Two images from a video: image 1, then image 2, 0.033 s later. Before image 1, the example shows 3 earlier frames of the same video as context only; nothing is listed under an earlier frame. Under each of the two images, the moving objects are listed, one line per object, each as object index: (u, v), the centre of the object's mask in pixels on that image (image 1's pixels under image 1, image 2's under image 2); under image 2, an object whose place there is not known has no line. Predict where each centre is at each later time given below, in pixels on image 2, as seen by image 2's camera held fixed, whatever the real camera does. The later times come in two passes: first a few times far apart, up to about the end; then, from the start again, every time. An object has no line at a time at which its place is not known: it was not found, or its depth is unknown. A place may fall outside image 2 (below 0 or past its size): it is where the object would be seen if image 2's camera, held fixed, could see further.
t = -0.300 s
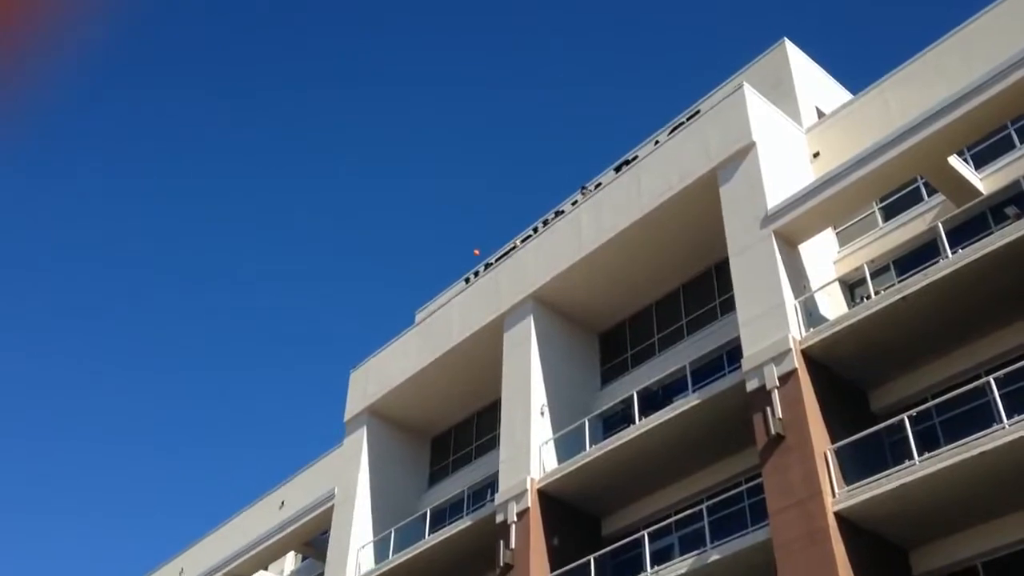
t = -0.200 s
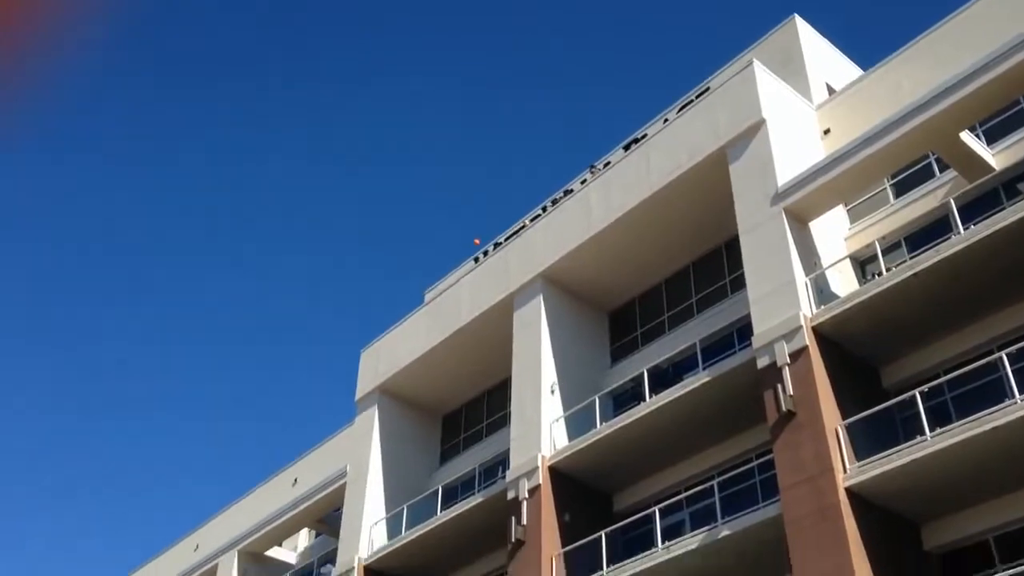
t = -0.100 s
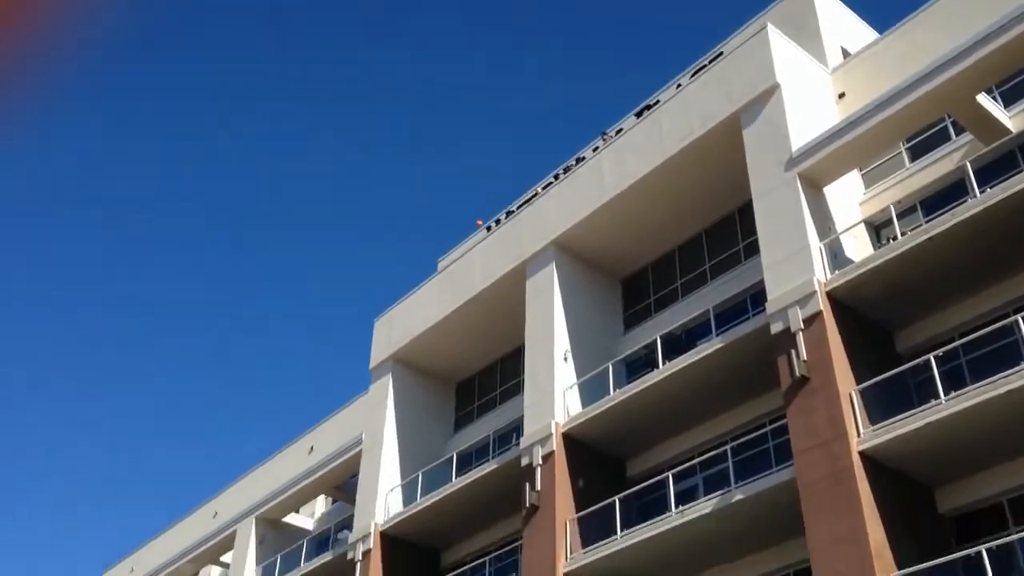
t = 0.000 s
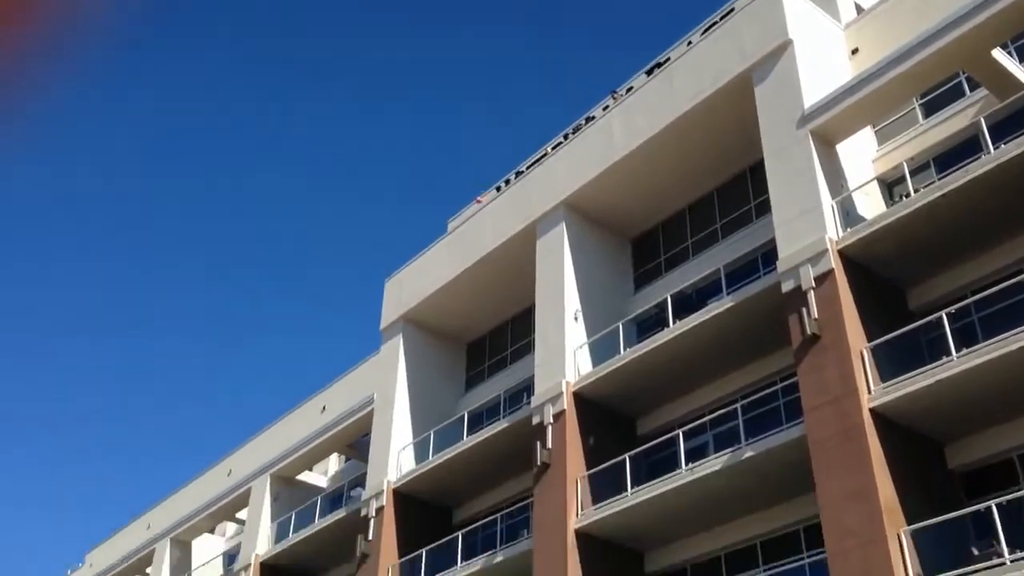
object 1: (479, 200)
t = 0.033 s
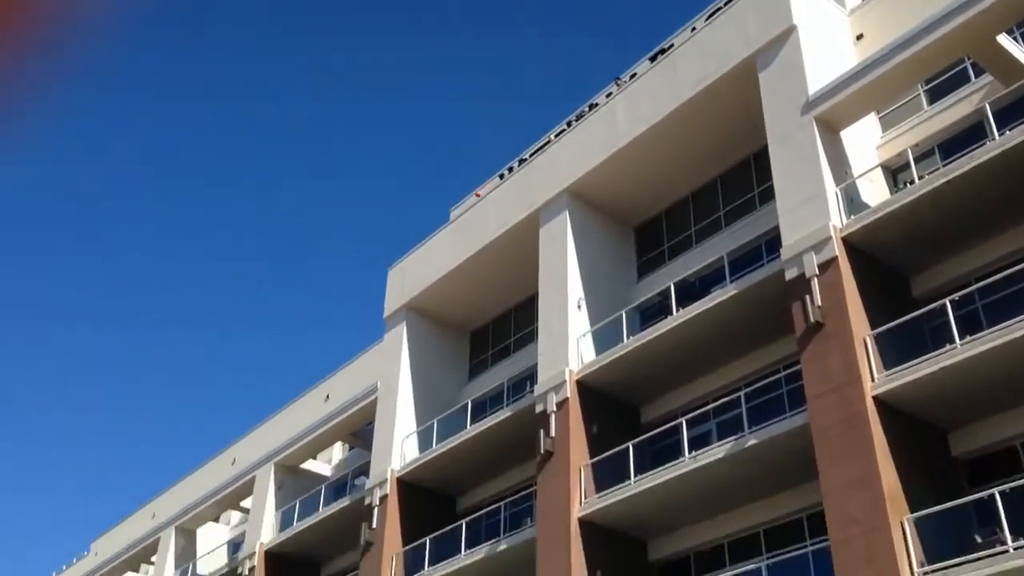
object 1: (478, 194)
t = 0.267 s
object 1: (453, 248)
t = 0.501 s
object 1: (423, 326)
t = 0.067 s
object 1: (473, 201)
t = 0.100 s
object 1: (471, 207)
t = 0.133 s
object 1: (466, 214)
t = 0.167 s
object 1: (463, 223)
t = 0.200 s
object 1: (460, 231)
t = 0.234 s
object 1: (456, 240)
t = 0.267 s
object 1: (453, 248)
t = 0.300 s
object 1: (448, 257)
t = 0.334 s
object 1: (444, 269)
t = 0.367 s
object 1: (441, 279)
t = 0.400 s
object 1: (436, 289)
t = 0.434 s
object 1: (431, 300)
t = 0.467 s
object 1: (427, 313)
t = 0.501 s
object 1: (423, 326)
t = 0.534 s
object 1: (419, 339)
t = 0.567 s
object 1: (413, 354)
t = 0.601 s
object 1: (408, 370)
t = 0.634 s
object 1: (404, 386)
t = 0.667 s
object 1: (399, 402)
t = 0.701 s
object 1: (394, 420)
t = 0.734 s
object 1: (389, 438)
